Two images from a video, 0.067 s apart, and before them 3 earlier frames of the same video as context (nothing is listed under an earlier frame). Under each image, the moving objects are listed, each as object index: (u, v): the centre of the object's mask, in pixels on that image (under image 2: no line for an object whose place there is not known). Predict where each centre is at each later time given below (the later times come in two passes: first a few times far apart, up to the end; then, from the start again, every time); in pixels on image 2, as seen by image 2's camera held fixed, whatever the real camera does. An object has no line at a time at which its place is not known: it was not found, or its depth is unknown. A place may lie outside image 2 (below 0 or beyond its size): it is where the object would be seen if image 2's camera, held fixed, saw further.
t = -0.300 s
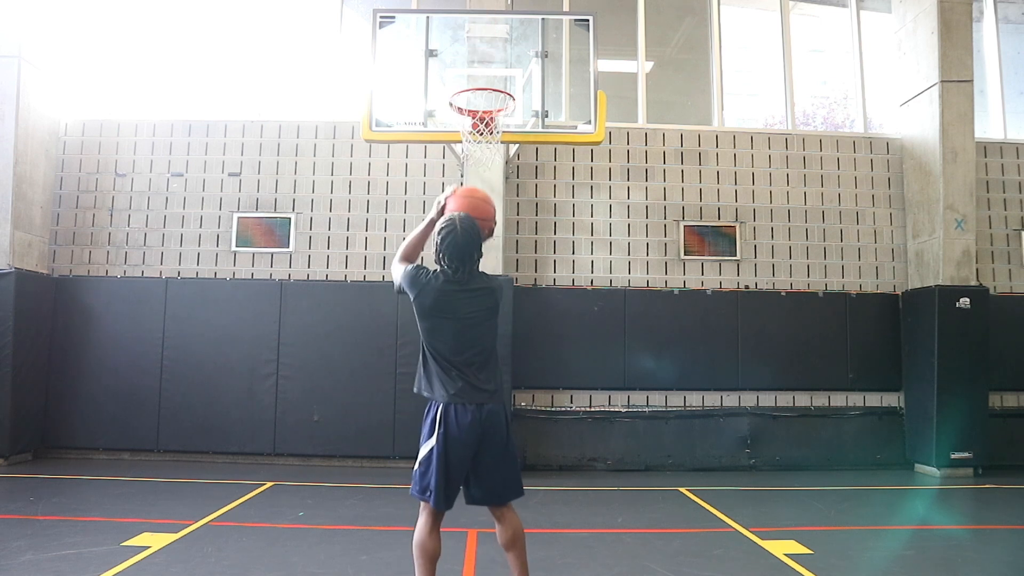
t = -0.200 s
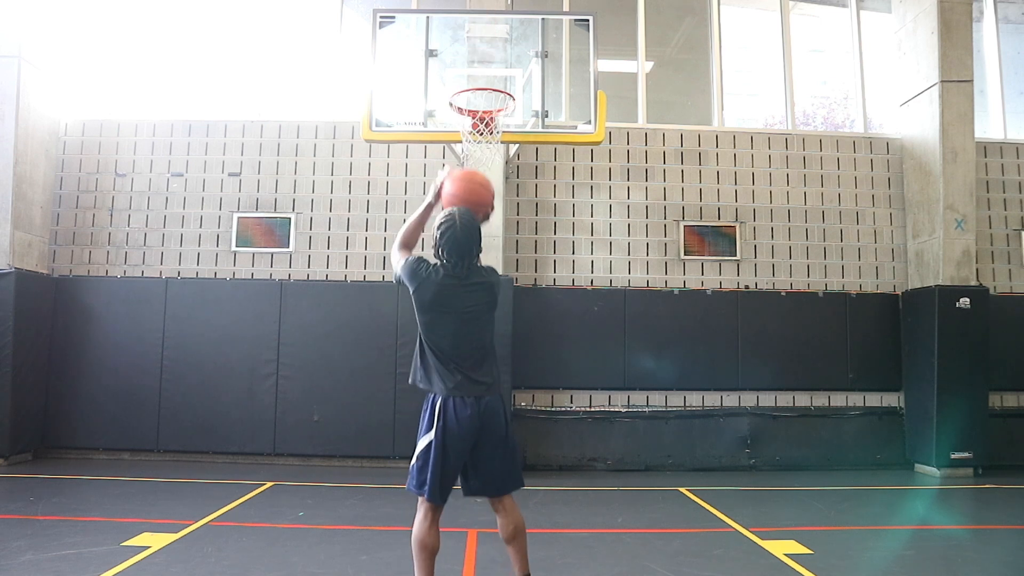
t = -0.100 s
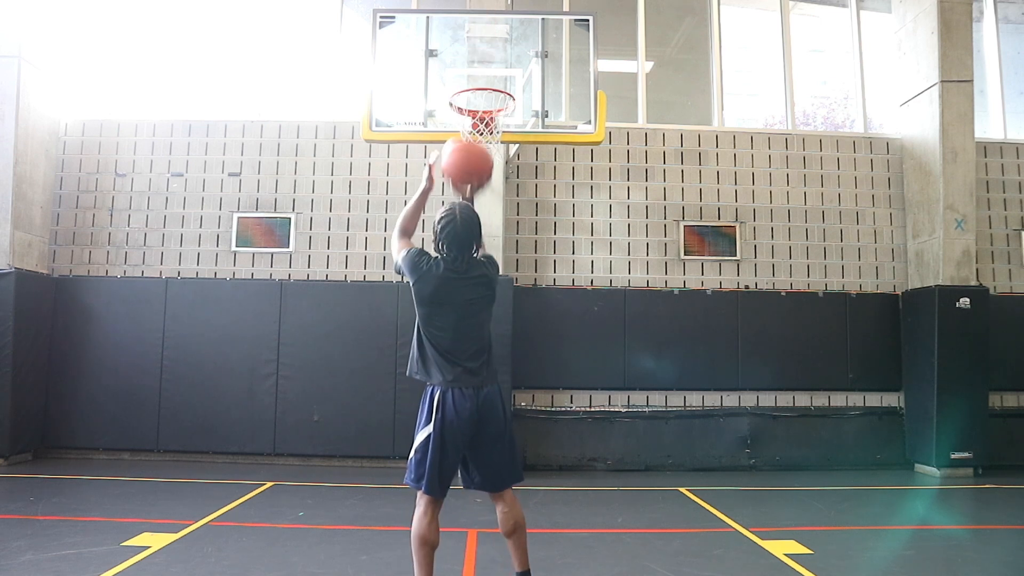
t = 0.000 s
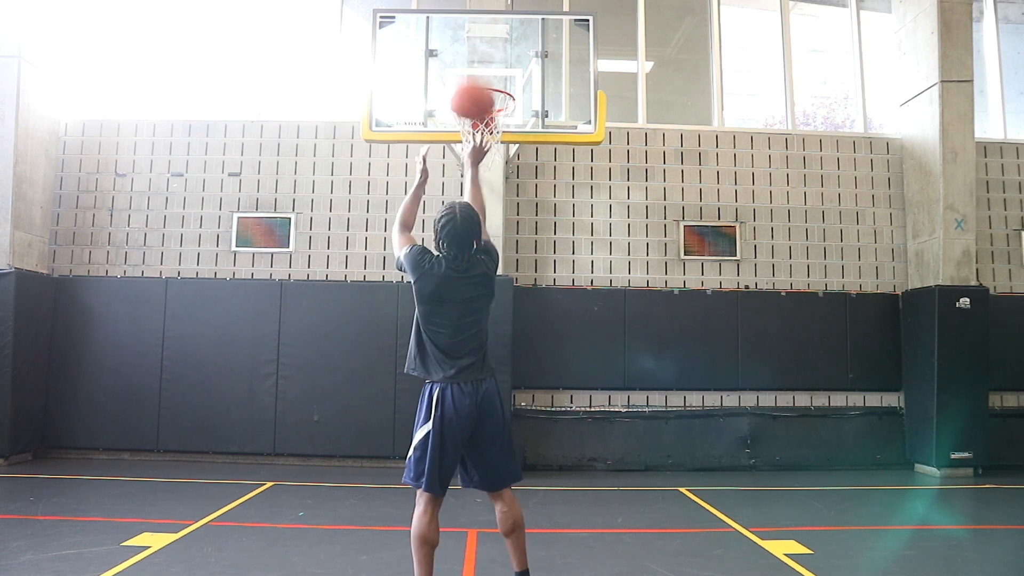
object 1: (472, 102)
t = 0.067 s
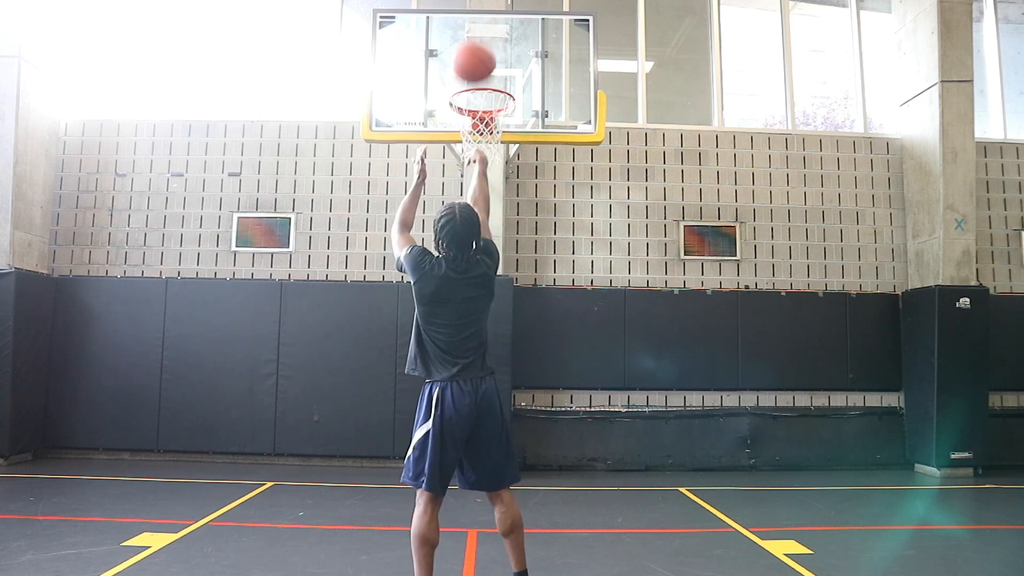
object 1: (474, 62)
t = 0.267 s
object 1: (476, 14)
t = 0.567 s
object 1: (479, 48)
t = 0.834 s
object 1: (480, 153)
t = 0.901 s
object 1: (480, 168)
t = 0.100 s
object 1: (475, 48)
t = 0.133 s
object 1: (475, 36)
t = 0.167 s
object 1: (476, 26)
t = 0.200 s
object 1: (475, 19)
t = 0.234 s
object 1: (476, 16)
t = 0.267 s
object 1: (476, 14)
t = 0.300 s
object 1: (477, 13)
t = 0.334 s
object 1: (477, 13)
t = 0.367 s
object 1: (477, 13)
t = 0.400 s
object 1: (478, 15)
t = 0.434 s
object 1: (478, 18)
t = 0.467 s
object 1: (479, 23)
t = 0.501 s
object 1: (479, 31)
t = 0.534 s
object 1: (479, 39)
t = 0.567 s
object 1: (479, 48)
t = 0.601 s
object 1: (479, 58)
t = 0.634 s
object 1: (479, 70)
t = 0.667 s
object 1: (479, 83)
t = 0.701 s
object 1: (479, 96)
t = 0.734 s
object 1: (479, 110)
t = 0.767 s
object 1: (479, 126)
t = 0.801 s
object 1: (481, 134)
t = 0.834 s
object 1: (480, 153)
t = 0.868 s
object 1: (480, 158)
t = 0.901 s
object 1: (480, 168)
